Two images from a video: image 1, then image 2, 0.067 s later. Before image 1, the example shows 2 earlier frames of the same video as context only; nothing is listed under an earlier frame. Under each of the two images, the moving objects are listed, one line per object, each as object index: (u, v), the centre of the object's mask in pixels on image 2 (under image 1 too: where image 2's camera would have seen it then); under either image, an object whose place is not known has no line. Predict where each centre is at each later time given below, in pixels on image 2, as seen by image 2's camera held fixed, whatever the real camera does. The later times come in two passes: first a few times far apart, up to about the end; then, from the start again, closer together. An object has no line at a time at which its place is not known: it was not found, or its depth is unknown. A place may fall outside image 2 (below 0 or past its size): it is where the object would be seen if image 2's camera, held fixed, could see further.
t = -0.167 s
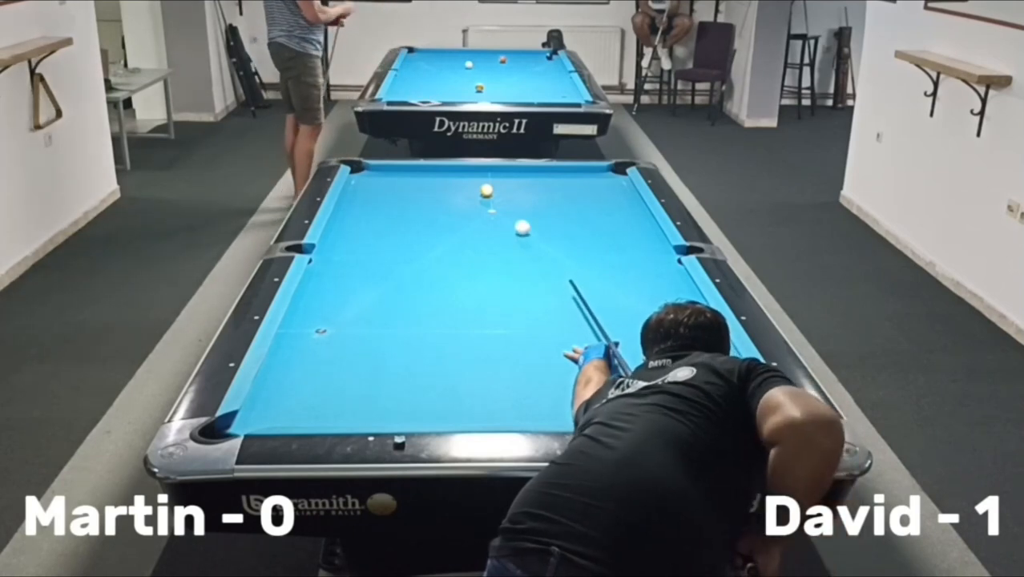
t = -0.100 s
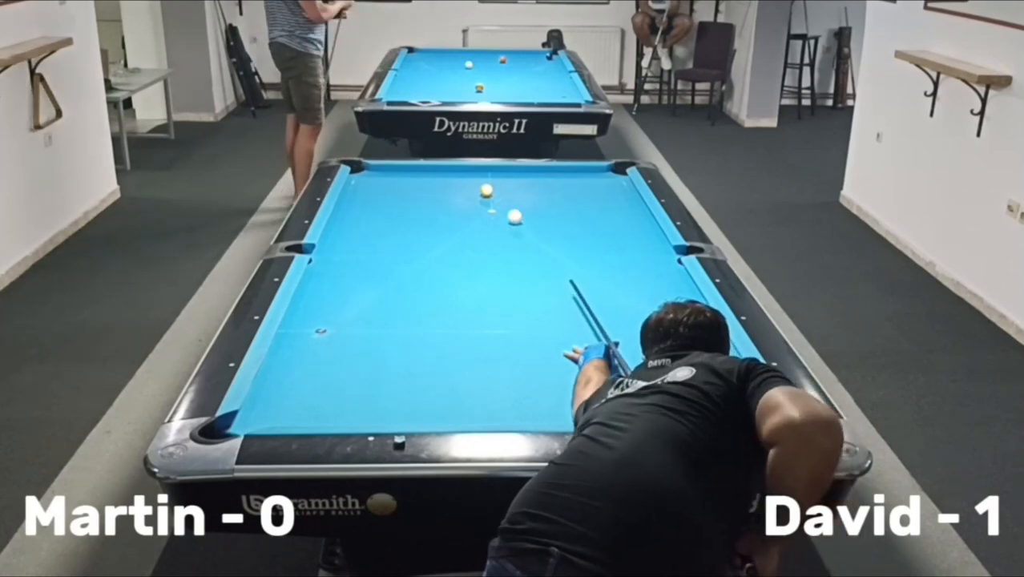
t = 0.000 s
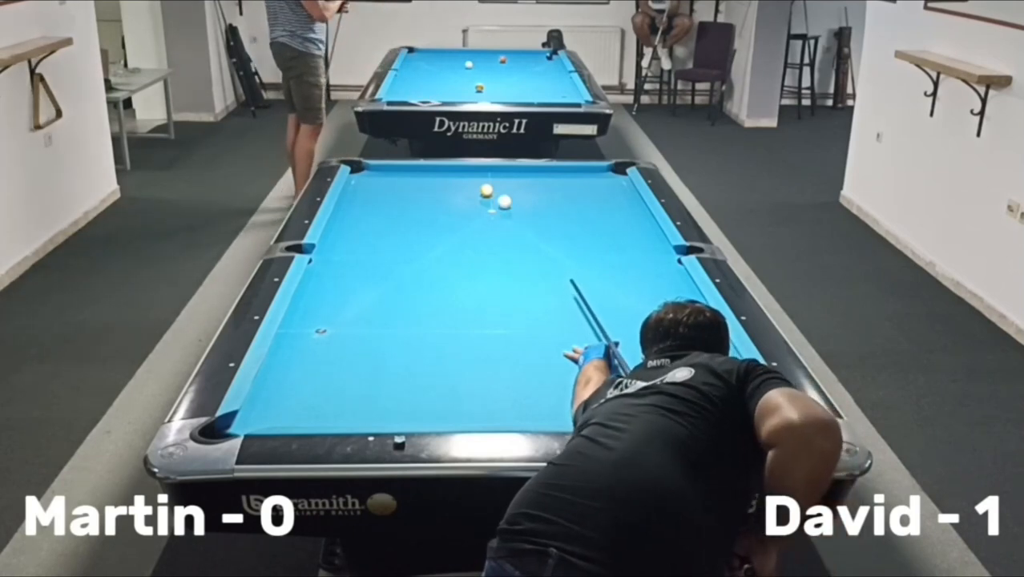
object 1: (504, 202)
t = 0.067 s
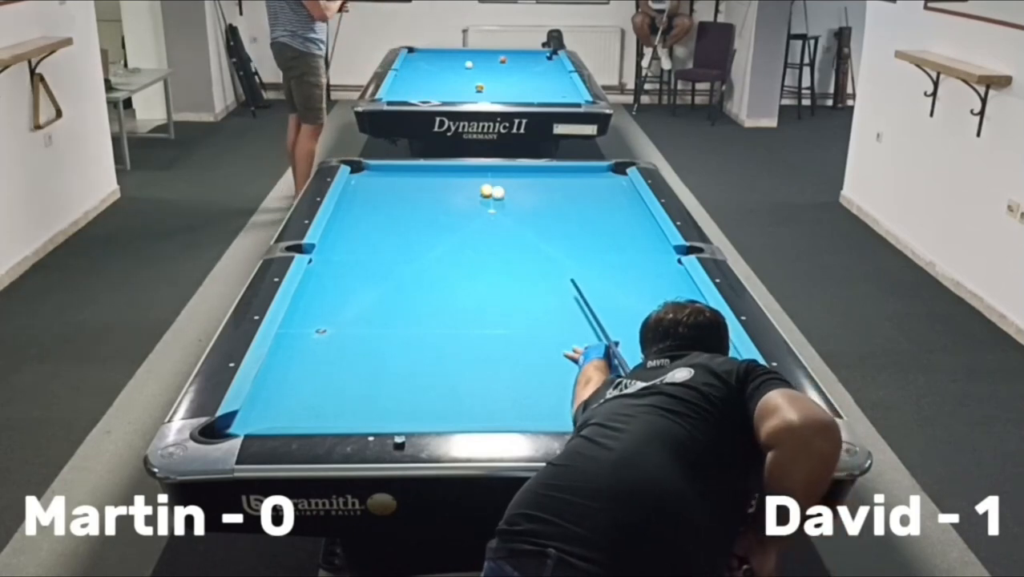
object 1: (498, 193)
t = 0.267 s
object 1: (523, 175)
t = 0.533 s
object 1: (545, 176)
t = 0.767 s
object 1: (565, 187)
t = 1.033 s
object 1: (589, 200)
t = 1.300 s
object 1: (614, 213)
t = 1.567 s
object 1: (641, 228)
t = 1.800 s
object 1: (659, 240)
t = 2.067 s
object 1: (655, 252)
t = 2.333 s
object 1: (651, 265)
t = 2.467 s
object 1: (647, 266)
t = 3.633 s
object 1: (628, 326)
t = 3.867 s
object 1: (623, 337)
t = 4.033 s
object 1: (619, 345)
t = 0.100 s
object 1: (503, 189)
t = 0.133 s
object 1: (508, 187)
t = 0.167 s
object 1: (512, 184)
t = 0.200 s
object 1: (516, 181)
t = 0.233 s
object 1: (519, 178)
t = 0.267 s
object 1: (523, 175)
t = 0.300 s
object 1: (526, 173)
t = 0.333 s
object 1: (529, 170)
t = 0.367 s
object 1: (531, 169)
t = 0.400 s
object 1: (534, 170)
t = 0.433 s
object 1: (537, 172)
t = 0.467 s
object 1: (540, 173)
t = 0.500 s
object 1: (543, 175)
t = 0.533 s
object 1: (545, 176)
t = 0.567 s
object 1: (548, 177)
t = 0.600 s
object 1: (551, 179)
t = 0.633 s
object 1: (553, 181)
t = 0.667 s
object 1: (556, 182)
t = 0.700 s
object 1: (559, 184)
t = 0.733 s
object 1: (562, 185)
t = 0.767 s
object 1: (565, 187)
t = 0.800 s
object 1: (568, 188)
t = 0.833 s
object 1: (571, 190)
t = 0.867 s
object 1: (574, 191)
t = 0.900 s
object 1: (577, 193)
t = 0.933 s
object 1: (580, 195)
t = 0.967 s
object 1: (582, 196)
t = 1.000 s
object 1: (586, 198)
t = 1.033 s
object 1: (589, 200)
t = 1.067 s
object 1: (592, 201)
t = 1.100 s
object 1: (595, 203)
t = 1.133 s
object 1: (598, 205)
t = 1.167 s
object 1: (601, 206)
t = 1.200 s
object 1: (604, 208)
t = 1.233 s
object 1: (607, 210)
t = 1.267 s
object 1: (611, 211)
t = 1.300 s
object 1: (614, 213)
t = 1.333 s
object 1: (617, 215)
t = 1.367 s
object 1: (620, 217)
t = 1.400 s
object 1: (624, 218)
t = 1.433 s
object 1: (627, 220)
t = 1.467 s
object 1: (631, 222)
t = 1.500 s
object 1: (634, 224)
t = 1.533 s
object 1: (637, 226)
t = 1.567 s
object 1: (641, 228)
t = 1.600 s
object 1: (644, 230)
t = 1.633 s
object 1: (647, 232)
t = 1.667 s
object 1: (651, 233)
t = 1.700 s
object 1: (655, 235)
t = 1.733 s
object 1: (658, 237)
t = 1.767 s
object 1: (659, 239)
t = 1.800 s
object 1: (659, 240)
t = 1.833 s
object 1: (658, 242)
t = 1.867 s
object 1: (658, 244)
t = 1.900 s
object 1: (658, 245)
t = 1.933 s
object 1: (657, 246)
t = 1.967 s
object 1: (656, 248)
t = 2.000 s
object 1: (656, 249)
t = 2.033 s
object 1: (656, 251)
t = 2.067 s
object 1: (655, 252)
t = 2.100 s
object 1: (655, 254)
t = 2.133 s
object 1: (654, 256)
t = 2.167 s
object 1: (654, 257)
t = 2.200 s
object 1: (653, 258)
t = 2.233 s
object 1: (653, 260)
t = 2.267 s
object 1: (652, 262)
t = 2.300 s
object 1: (652, 263)
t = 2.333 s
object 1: (651, 265)
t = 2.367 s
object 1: (651, 266)
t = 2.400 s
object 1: (650, 268)
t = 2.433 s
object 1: (650, 269)
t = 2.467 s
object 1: (647, 266)
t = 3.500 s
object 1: (627, 319)
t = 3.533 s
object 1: (630, 322)
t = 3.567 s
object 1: (629, 323)
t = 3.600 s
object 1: (628, 324)
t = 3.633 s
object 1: (628, 326)
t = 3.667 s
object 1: (627, 328)
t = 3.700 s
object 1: (626, 329)
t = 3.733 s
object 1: (626, 331)
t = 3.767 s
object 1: (625, 332)
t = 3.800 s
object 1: (624, 334)
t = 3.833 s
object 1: (624, 336)
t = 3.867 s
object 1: (623, 337)
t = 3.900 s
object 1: (622, 339)
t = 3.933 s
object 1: (621, 340)
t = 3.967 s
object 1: (621, 342)
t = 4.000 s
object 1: (620, 344)
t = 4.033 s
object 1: (619, 345)
